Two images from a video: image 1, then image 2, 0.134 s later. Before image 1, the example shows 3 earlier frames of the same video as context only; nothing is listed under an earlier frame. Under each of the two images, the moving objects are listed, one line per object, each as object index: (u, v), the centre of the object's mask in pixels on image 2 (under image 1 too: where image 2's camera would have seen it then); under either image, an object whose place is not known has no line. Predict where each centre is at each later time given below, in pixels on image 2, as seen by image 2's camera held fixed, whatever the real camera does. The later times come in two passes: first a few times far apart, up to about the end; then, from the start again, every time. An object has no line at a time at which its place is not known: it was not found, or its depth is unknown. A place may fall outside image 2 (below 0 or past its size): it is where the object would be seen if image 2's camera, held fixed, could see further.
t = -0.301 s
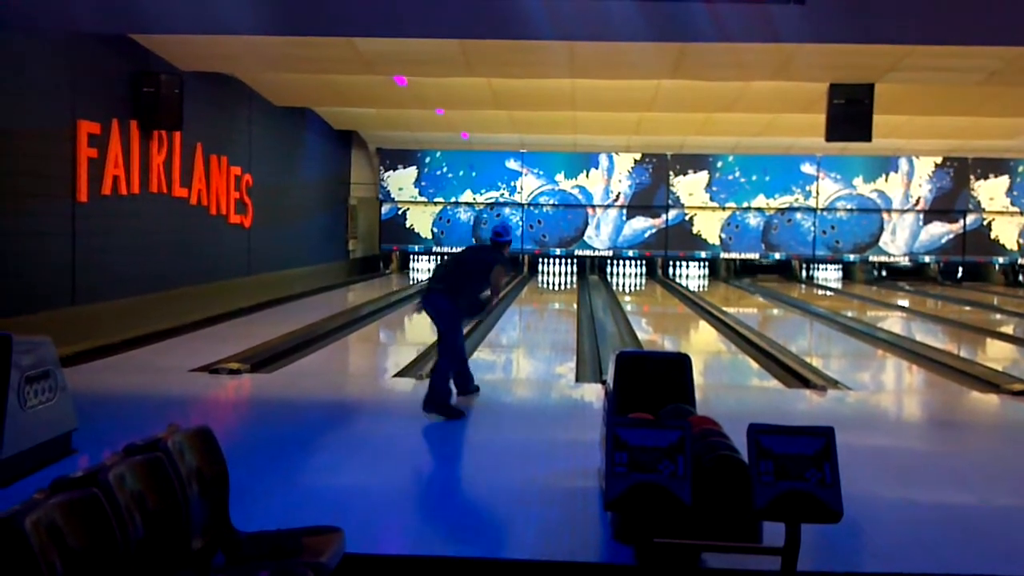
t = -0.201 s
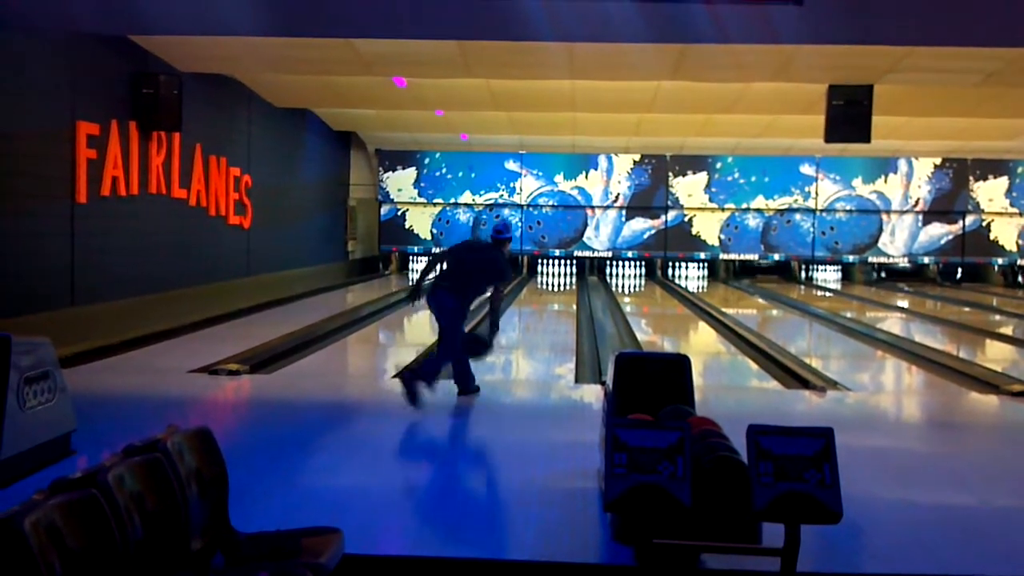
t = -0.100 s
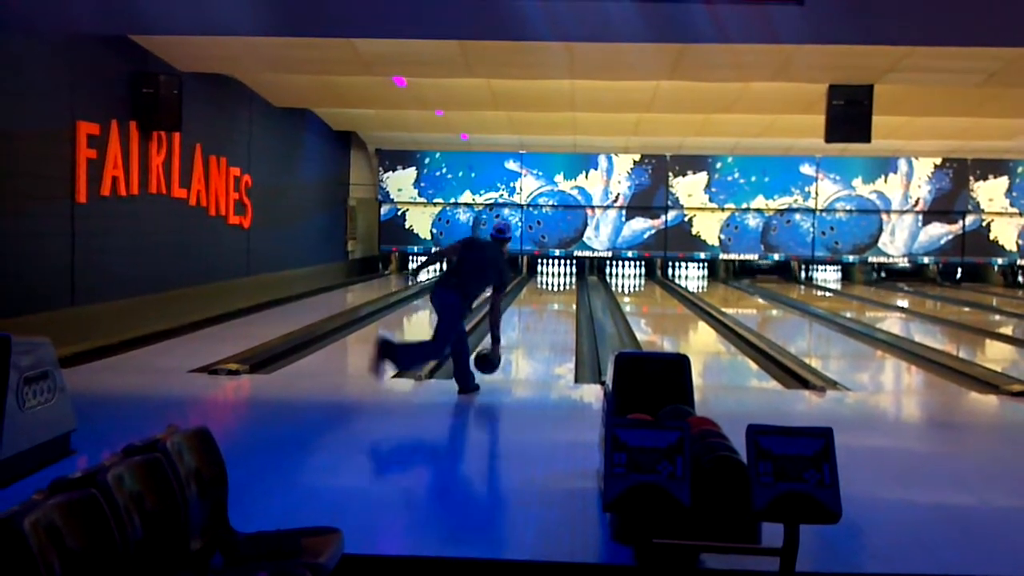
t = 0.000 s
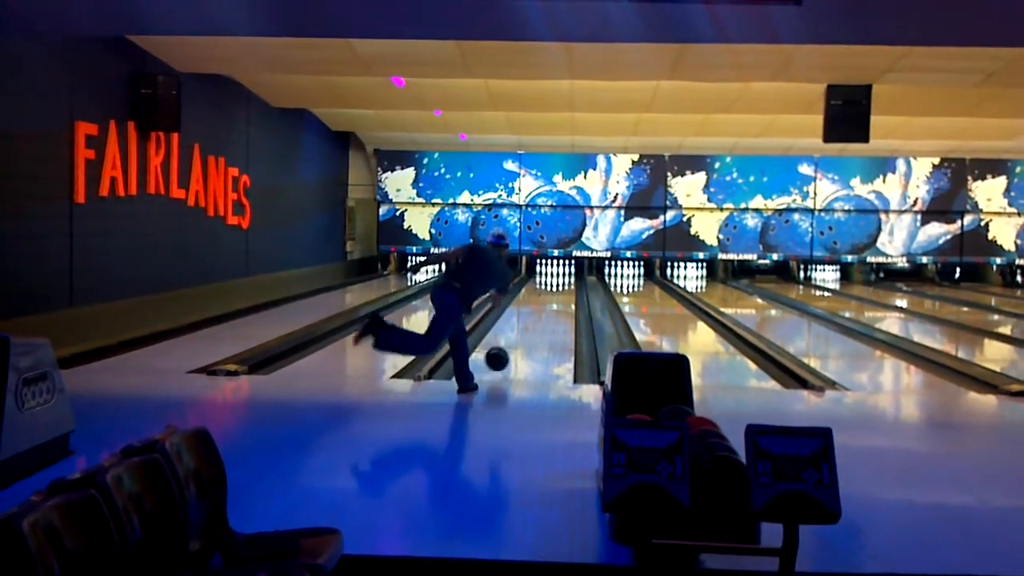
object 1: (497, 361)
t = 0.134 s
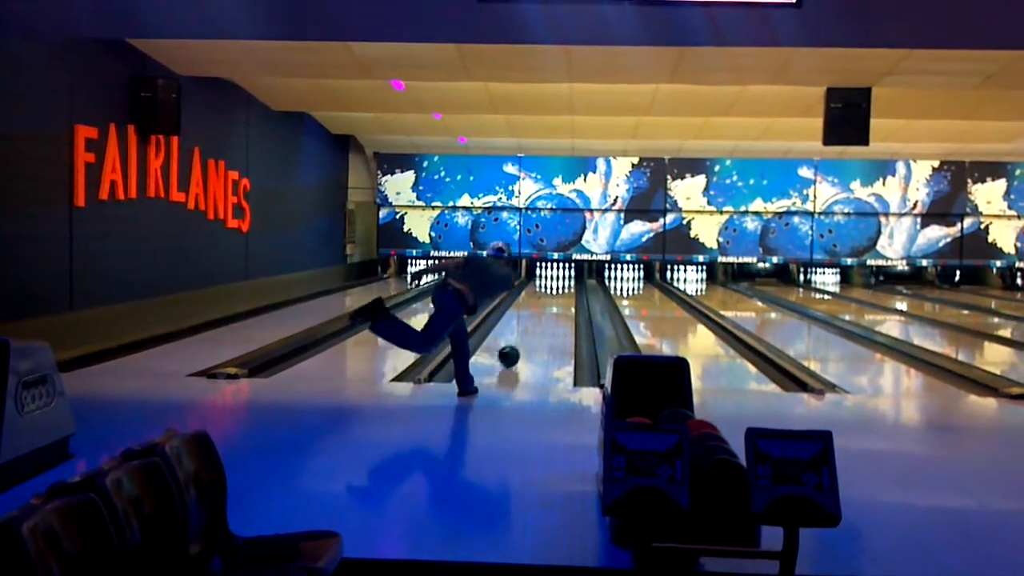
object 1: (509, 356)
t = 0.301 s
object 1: (521, 342)
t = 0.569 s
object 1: (536, 325)
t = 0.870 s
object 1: (547, 312)
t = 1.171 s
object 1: (555, 302)
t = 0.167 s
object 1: (511, 353)
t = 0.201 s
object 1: (514, 350)
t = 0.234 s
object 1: (516, 347)
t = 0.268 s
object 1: (519, 345)
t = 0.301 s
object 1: (521, 342)
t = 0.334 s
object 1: (523, 340)
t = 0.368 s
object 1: (525, 338)
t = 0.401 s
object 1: (527, 336)
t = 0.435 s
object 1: (529, 333)
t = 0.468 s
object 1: (531, 331)
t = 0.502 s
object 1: (532, 329)
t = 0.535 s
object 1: (534, 327)
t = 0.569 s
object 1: (536, 325)
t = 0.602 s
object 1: (537, 324)
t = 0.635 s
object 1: (539, 322)
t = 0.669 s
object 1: (540, 320)
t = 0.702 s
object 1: (541, 319)
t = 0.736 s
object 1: (542, 318)
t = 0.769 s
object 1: (544, 316)
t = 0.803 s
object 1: (545, 315)
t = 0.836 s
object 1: (546, 313)
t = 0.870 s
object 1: (547, 312)
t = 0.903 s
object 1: (548, 311)
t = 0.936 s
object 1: (549, 310)
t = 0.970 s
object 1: (550, 308)
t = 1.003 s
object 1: (551, 307)
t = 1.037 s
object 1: (552, 306)
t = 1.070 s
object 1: (553, 305)
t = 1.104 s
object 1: (554, 304)
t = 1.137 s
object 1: (554, 302)
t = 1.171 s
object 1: (555, 302)
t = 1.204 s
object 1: (556, 301)
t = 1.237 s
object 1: (557, 300)
